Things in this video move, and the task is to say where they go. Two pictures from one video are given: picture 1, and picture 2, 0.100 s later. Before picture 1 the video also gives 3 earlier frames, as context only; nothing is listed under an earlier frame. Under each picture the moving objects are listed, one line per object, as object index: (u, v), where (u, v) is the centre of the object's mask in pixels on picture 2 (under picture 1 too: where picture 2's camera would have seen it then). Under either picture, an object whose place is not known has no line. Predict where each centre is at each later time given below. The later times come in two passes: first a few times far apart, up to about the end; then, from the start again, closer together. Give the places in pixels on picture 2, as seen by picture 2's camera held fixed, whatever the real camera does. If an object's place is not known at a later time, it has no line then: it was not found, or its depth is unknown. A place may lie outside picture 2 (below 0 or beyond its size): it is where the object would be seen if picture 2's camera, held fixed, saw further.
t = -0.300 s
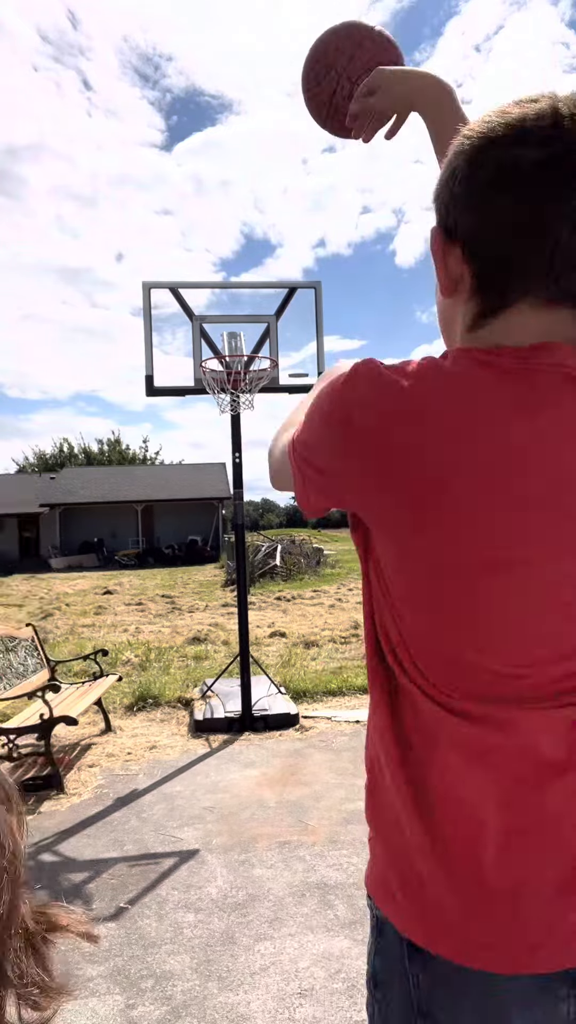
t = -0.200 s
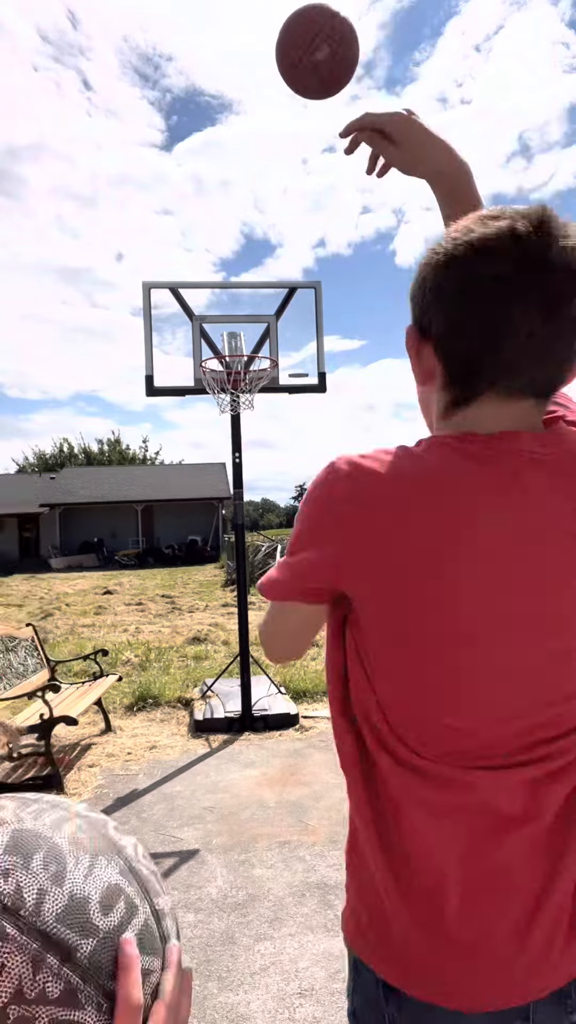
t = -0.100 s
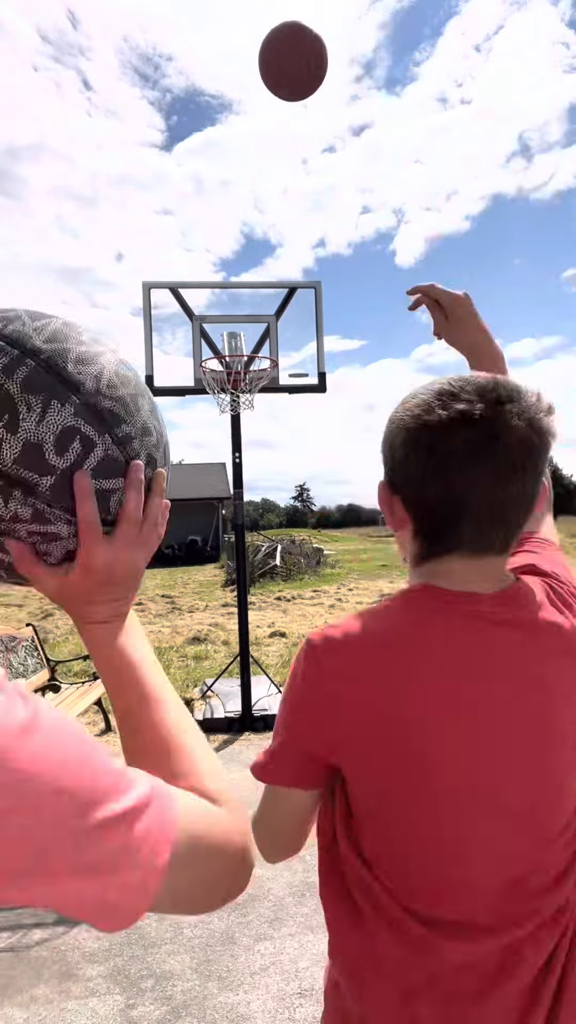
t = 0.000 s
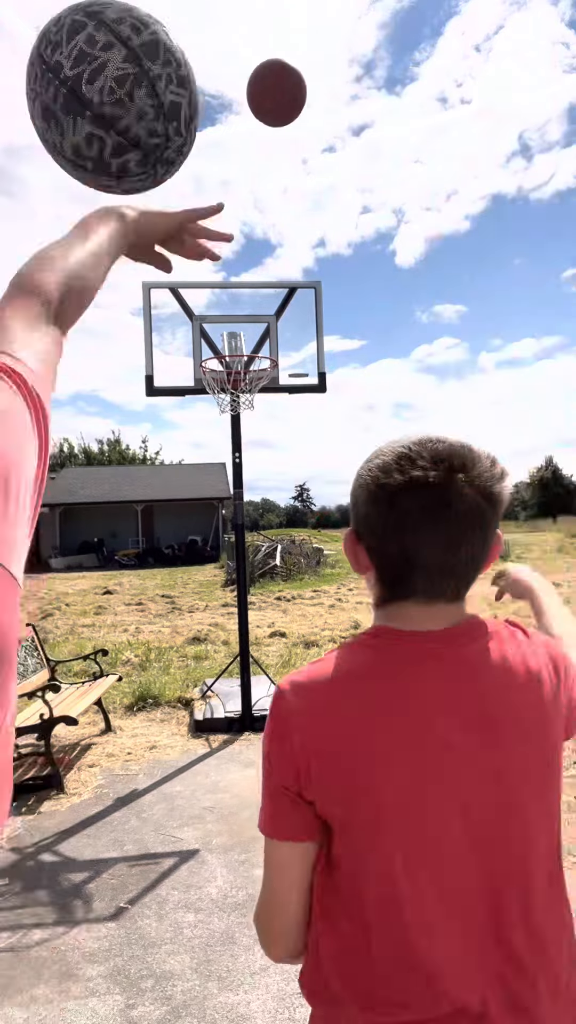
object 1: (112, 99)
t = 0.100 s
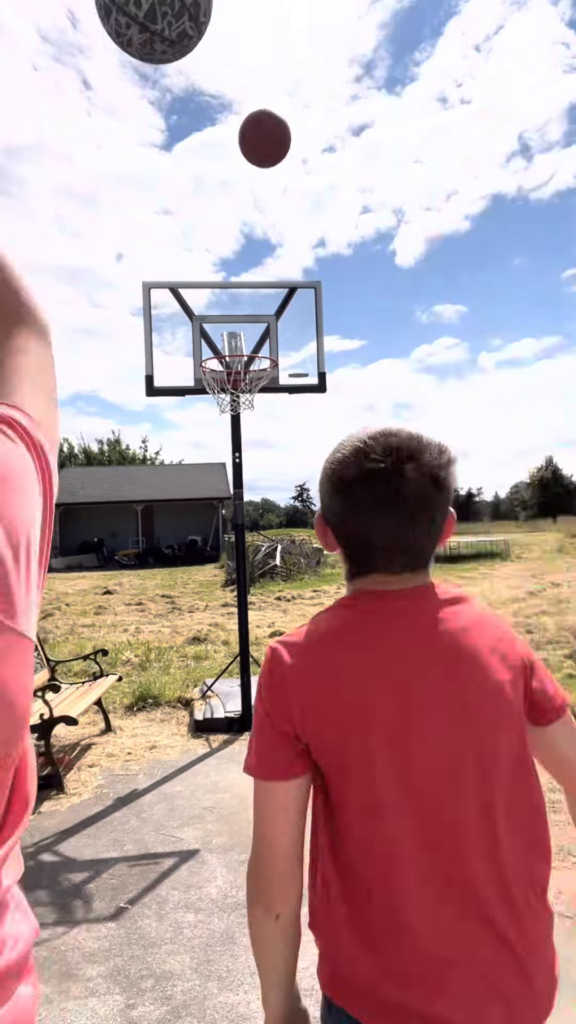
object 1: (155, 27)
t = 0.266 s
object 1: (188, 13)
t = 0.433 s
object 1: (205, 39)
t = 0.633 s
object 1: (223, 146)
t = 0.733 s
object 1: (230, 207)
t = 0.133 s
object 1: (164, 20)
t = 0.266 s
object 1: (188, 13)
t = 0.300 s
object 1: (192, 14)
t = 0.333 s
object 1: (195, 18)
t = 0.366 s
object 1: (199, 22)
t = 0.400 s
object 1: (202, 29)
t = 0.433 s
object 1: (205, 39)
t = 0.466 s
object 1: (208, 55)
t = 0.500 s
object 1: (212, 72)
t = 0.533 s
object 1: (215, 89)
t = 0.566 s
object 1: (218, 107)
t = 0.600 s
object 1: (220, 127)
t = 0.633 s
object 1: (223, 146)
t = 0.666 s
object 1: (225, 166)
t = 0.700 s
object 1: (228, 186)
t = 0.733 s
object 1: (230, 207)
